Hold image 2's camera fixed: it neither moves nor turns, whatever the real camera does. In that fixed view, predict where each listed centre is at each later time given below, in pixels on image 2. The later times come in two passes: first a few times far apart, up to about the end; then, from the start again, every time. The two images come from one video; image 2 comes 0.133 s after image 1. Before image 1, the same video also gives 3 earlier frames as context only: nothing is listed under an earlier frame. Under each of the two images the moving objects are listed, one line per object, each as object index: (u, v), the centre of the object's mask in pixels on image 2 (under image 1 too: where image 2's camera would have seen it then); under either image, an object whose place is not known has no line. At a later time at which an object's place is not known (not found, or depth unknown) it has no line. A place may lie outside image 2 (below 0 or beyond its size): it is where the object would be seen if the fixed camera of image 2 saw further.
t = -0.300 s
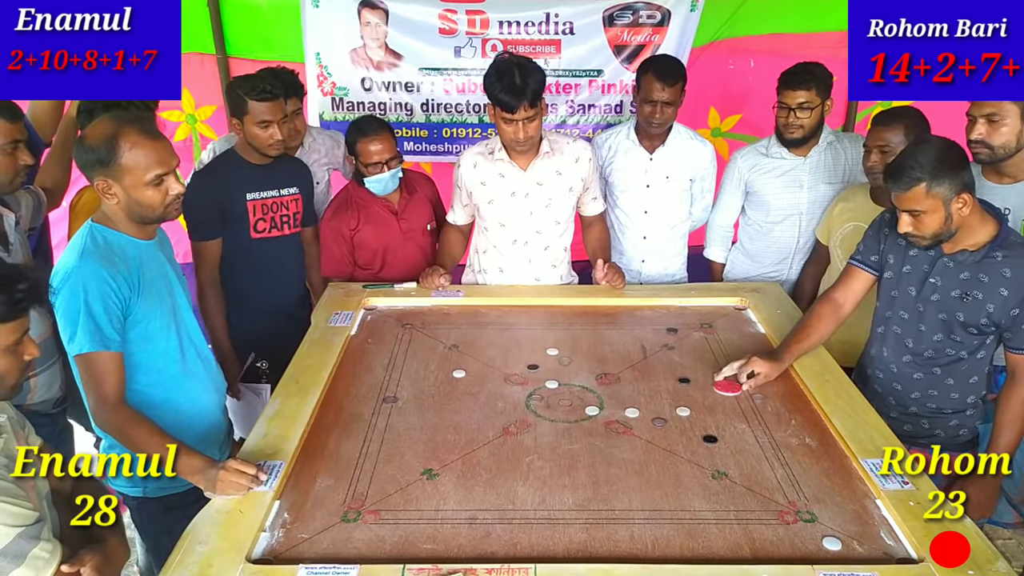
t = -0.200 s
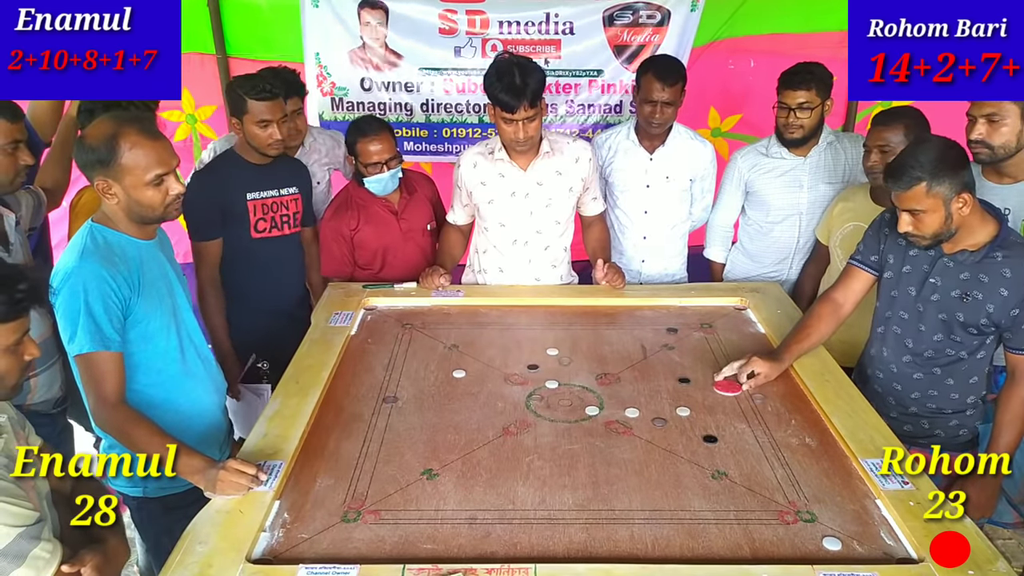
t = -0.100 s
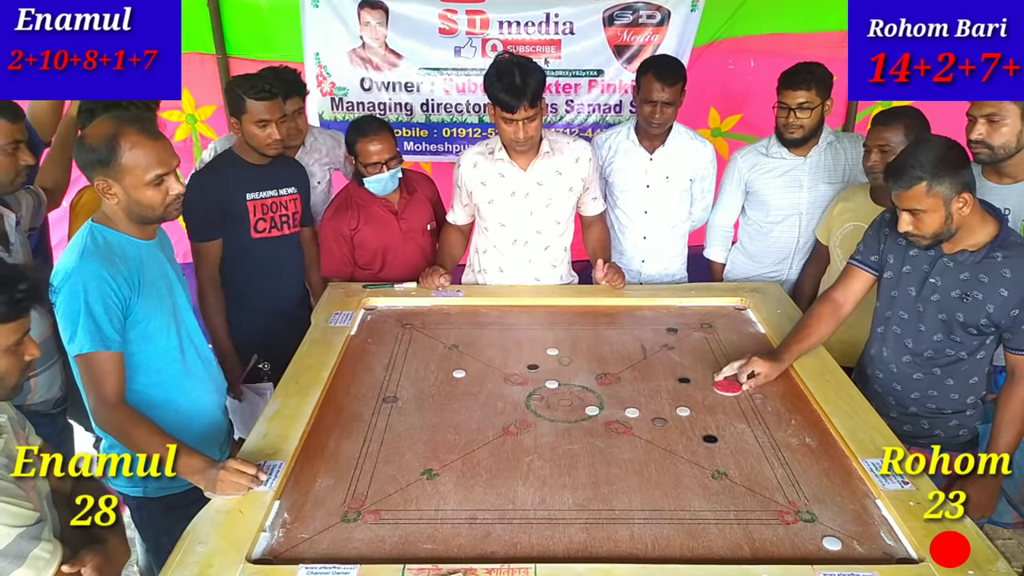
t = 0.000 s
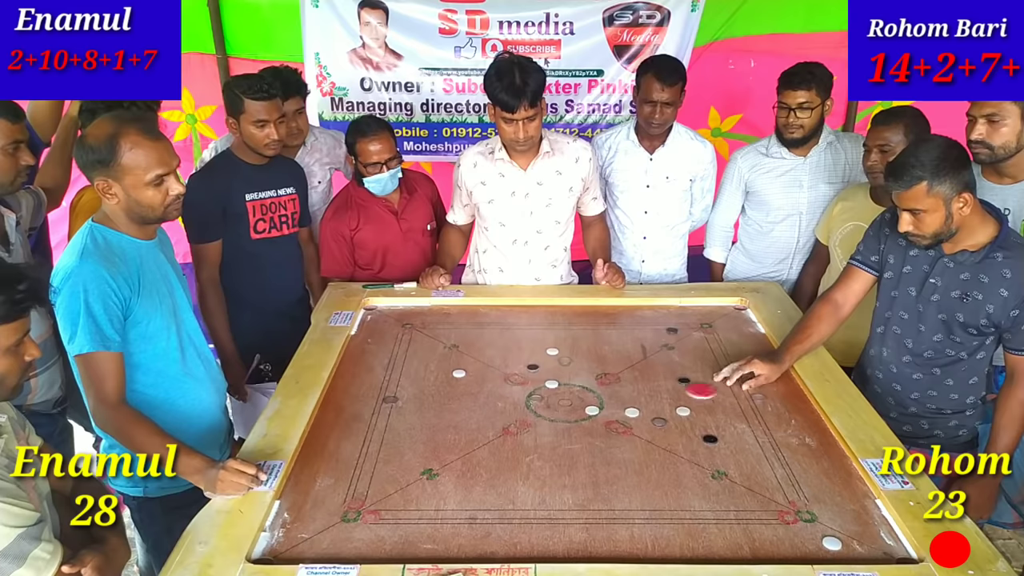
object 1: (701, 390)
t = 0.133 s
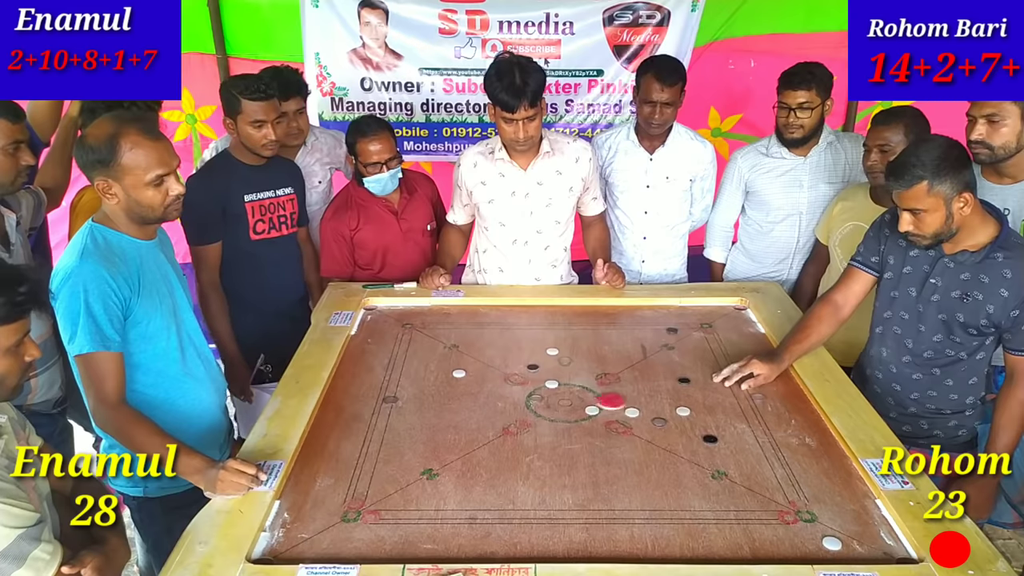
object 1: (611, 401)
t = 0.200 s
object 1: (574, 404)
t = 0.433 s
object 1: (489, 410)
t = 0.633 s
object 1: (442, 415)
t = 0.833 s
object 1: (419, 417)
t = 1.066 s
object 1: (416, 417)
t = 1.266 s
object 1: (416, 417)
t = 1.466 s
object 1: (416, 417)
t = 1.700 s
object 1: (416, 417)
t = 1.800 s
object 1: (416, 417)
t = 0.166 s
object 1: (592, 403)
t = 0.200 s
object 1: (574, 404)
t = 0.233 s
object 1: (558, 404)
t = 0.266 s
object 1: (544, 405)
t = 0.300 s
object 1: (532, 406)
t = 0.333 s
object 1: (521, 407)
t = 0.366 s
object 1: (510, 408)
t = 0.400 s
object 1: (499, 409)
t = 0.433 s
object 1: (489, 410)
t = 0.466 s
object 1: (480, 411)
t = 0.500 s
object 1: (471, 412)
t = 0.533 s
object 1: (463, 413)
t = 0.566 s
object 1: (455, 413)
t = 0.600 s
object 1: (449, 414)
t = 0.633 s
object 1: (442, 415)
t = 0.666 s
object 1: (437, 415)
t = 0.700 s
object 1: (432, 416)
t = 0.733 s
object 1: (428, 416)
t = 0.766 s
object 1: (424, 416)
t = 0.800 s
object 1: (421, 417)
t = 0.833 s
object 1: (419, 417)
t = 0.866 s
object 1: (417, 417)
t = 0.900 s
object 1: (416, 417)
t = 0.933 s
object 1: (416, 417)
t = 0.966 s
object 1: (416, 417)
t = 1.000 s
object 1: (416, 417)
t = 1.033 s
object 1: (416, 417)
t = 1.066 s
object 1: (416, 417)
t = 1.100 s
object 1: (416, 417)
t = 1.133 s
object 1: (416, 417)
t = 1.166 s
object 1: (416, 417)
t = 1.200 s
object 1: (416, 417)
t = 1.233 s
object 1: (416, 417)
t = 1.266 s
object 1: (416, 417)
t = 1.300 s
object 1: (416, 417)
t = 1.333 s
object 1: (416, 417)
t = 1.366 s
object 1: (416, 417)
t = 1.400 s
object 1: (416, 417)
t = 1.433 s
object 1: (416, 417)
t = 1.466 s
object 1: (416, 417)
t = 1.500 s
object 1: (416, 417)
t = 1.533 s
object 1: (416, 417)
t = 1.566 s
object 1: (416, 417)
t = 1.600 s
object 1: (416, 417)
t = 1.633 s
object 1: (416, 417)
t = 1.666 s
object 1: (416, 417)
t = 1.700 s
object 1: (416, 417)
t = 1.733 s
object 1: (416, 417)
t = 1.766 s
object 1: (416, 417)
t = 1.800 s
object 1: (416, 417)
